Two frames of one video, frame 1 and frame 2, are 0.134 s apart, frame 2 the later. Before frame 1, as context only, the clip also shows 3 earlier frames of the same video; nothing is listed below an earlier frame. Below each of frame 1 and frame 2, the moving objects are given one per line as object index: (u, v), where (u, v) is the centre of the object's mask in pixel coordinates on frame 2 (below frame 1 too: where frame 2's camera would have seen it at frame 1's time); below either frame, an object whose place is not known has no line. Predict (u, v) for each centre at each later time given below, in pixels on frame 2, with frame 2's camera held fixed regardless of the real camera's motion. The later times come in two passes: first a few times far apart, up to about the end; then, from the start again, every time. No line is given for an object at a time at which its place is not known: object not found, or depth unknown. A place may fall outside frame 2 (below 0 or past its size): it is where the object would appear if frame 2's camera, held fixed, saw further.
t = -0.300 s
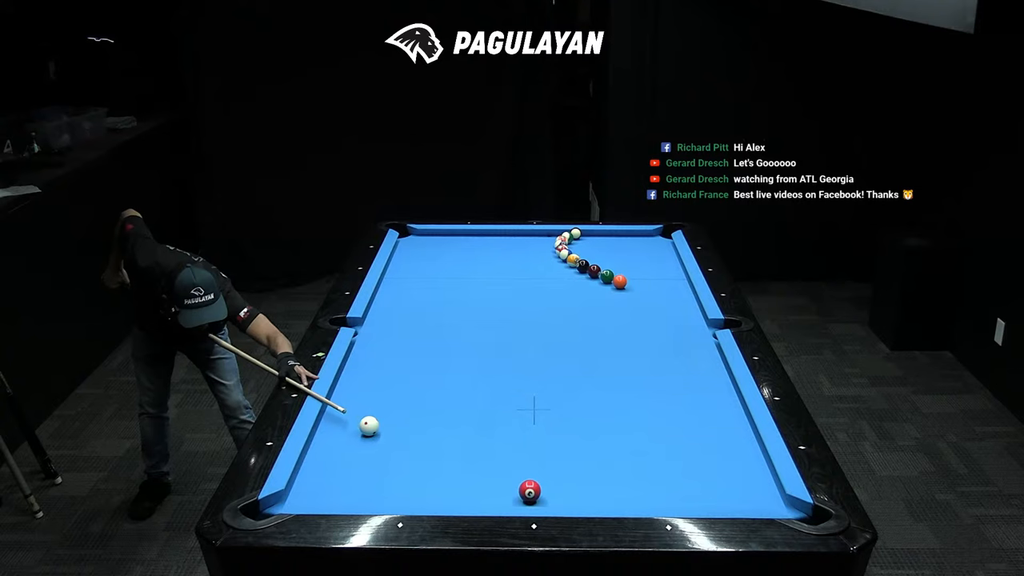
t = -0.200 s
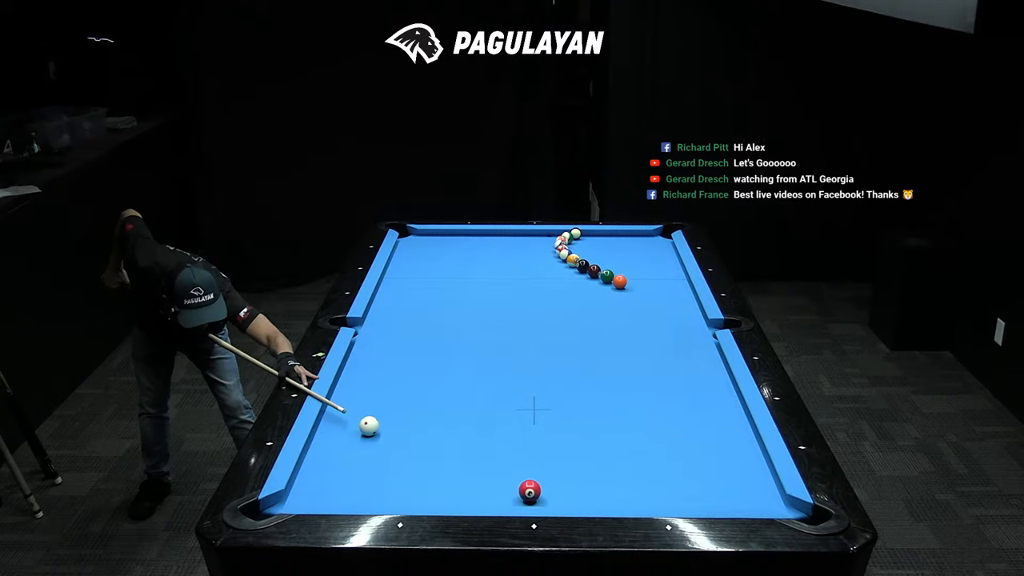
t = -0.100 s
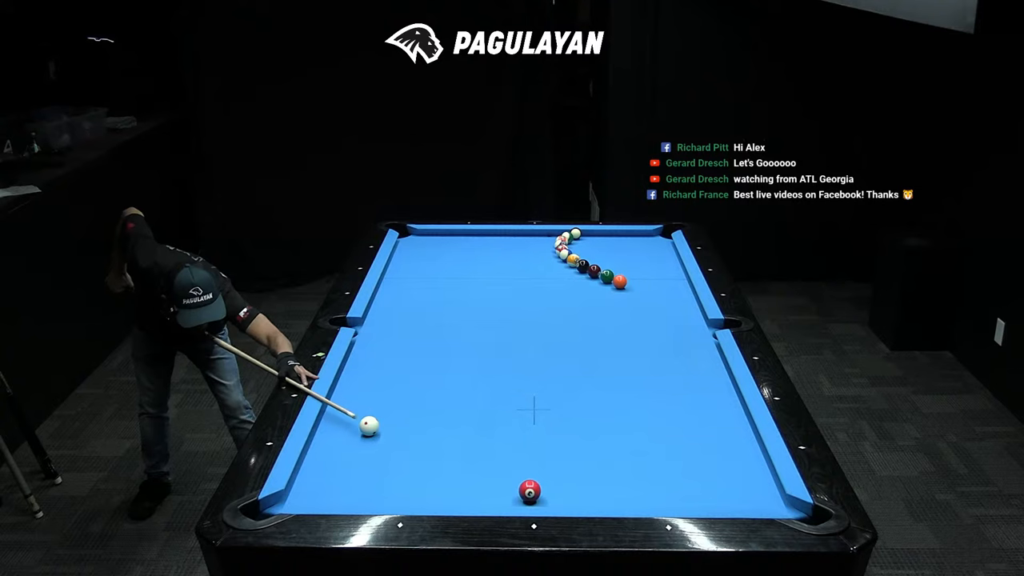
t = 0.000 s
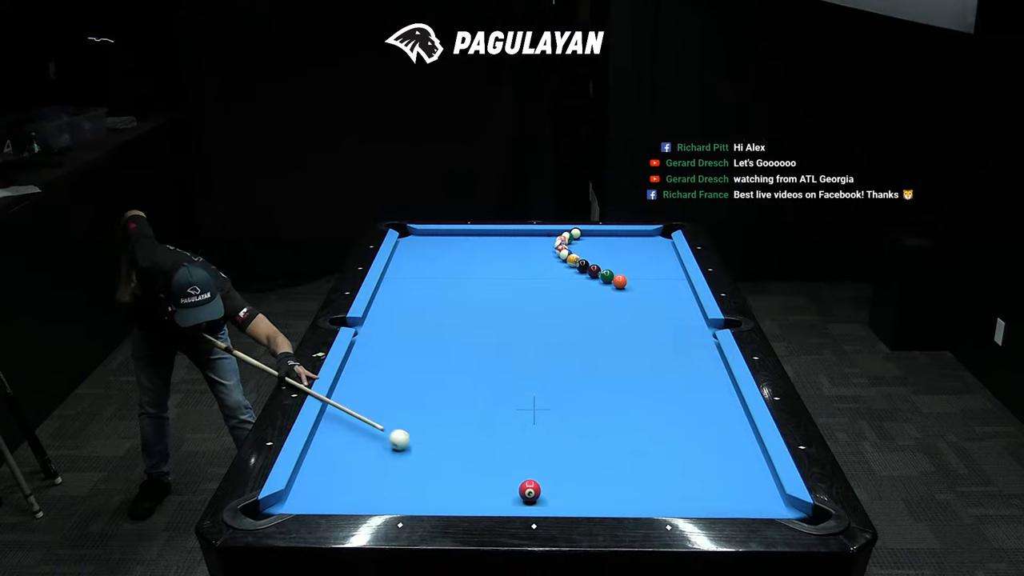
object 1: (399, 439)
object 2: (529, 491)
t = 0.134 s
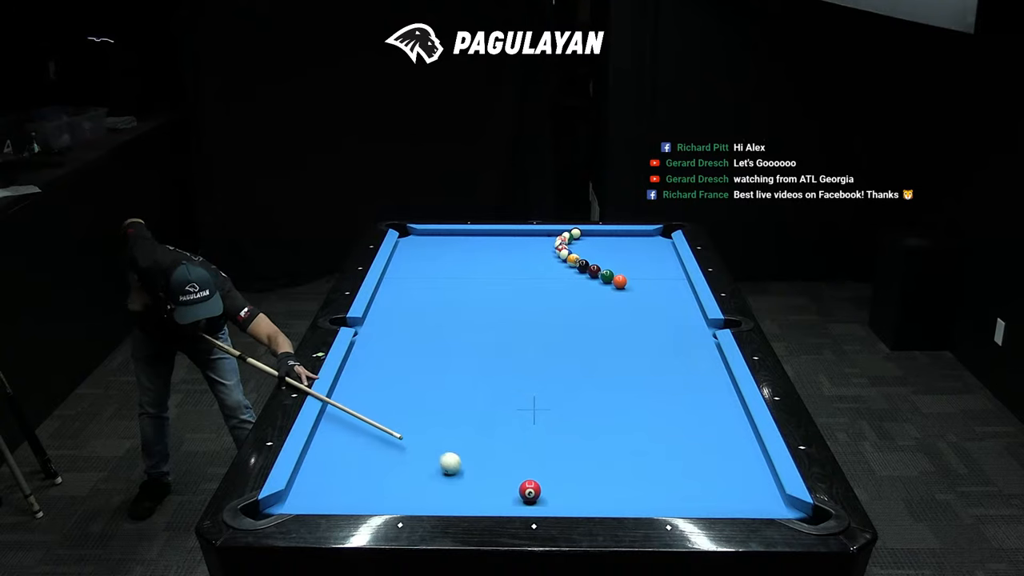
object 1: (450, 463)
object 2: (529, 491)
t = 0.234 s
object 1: (491, 482)
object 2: (529, 491)
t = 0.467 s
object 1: (508, 493)
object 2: (601, 494)
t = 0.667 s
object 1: (511, 475)
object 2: (662, 497)
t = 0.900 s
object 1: (513, 456)
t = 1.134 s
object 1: (514, 439)
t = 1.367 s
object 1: (516, 424)
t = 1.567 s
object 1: (517, 413)
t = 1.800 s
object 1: (519, 400)
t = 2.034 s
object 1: (520, 389)
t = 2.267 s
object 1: (521, 379)
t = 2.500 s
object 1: (523, 370)
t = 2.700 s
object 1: (524, 363)
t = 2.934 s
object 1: (524, 355)
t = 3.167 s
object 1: (525, 348)
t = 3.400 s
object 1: (526, 342)
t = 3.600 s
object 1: (527, 337)
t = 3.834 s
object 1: (527, 332)
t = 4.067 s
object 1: (528, 328)
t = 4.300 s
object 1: (528, 324)
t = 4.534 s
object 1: (528, 320)
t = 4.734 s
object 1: (528, 317)
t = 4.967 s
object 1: (528, 315)
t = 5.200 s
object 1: (527, 313)
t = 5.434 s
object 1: (526, 311)
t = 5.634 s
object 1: (526, 310)
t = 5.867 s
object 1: (526, 309)
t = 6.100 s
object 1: (526, 308)
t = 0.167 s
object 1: (463, 469)
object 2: (529, 491)
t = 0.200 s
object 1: (477, 475)
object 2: (530, 491)
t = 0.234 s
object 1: (491, 482)
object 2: (529, 491)
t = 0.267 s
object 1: (505, 488)
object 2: (529, 491)
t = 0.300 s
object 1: (507, 494)
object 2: (542, 491)
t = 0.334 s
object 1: (507, 498)
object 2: (556, 492)
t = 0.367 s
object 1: (508, 500)
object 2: (568, 492)
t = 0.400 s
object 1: (508, 498)
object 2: (580, 493)
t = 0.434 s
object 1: (508, 496)
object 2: (590, 494)
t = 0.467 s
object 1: (508, 493)
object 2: (601, 494)
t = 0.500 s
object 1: (509, 490)
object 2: (611, 495)
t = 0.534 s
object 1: (509, 487)
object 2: (621, 495)
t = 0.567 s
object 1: (509, 484)
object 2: (631, 495)
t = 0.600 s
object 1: (510, 481)
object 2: (642, 496)
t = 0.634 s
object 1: (510, 478)
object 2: (652, 497)
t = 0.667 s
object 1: (511, 475)
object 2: (662, 497)
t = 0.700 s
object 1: (511, 472)
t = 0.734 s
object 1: (511, 470)
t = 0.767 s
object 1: (511, 467)
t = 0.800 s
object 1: (512, 464)
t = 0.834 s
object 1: (512, 462)
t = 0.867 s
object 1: (512, 459)
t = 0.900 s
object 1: (513, 456)
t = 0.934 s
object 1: (513, 454)
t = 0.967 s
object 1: (513, 451)
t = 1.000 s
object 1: (513, 449)
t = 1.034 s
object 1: (514, 447)
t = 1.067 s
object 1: (514, 444)
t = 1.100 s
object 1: (514, 442)
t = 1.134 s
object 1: (514, 439)
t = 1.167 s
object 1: (515, 437)
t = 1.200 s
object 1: (515, 435)
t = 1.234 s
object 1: (515, 433)
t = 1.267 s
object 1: (516, 431)
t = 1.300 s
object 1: (516, 428)
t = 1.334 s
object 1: (516, 426)
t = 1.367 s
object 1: (516, 424)
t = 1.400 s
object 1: (516, 422)
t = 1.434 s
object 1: (517, 420)
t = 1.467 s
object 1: (517, 418)
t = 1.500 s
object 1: (517, 416)
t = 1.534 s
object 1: (517, 415)
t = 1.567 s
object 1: (517, 413)
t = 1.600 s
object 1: (518, 411)
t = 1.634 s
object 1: (518, 409)
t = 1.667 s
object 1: (518, 407)
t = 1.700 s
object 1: (518, 405)
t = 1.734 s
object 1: (518, 404)
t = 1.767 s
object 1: (518, 402)
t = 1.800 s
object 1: (519, 400)
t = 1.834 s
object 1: (519, 398)
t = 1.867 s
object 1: (519, 397)
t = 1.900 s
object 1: (519, 395)
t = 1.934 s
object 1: (519, 394)
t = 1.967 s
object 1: (519, 392)
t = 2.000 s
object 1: (520, 390)
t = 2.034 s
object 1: (520, 389)
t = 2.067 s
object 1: (520, 387)
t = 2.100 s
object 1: (520, 386)
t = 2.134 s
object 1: (520, 385)
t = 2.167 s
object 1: (521, 383)
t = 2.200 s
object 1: (521, 382)
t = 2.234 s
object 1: (521, 380)
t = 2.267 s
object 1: (521, 379)
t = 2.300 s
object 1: (521, 378)
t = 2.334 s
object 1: (522, 376)
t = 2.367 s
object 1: (522, 375)
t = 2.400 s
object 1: (522, 373)
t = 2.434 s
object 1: (522, 373)
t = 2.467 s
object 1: (522, 371)
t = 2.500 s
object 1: (523, 370)
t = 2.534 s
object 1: (523, 368)
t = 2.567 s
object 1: (523, 367)
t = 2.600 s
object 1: (523, 367)
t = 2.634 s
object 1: (523, 365)
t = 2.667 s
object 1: (523, 364)
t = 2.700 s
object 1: (524, 363)
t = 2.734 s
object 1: (524, 362)
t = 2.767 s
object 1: (524, 361)
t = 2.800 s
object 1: (524, 359)
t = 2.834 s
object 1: (524, 358)
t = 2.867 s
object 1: (524, 357)
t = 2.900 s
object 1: (524, 356)
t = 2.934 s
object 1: (524, 355)
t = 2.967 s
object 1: (524, 354)
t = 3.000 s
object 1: (525, 353)
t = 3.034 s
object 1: (524, 352)
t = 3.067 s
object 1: (525, 351)
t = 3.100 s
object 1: (525, 350)
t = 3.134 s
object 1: (525, 349)
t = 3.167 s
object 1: (525, 348)
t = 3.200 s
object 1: (525, 347)
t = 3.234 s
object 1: (525, 346)
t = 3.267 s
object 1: (525, 345)
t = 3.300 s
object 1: (525, 344)
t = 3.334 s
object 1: (525, 343)
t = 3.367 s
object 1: (526, 343)
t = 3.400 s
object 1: (526, 342)
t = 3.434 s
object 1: (526, 341)
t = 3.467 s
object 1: (526, 340)
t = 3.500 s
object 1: (526, 339)
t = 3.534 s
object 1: (526, 339)
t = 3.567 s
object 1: (527, 338)
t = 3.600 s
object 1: (527, 337)
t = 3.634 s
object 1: (527, 336)
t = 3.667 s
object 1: (527, 335)
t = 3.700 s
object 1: (527, 335)
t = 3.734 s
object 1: (527, 334)
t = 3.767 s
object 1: (527, 333)
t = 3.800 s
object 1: (527, 333)
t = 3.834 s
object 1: (527, 332)
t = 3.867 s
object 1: (527, 331)
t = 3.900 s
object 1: (527, 331)
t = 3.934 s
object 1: (527, 330)
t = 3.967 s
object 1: (528, 329)
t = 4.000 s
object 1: (528, 329)
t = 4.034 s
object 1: (528, 328)
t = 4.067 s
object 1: (528, 328)
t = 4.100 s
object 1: (528, 327)
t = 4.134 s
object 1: (528, 326)
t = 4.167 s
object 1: (528, 326)
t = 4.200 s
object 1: (528, 325)
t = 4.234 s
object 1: (528, 325)
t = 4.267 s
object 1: (528, 324)
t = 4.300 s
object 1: (528, 324)
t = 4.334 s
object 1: (528, 323)
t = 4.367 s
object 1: (528, 322)
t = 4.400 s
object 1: (528, 322)
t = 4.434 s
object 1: (529, 321)
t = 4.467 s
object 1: (528, 321)
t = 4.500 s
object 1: (528, 321)
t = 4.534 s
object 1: (528, 320)
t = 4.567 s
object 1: (528, 320)
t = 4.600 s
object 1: (528, 319)
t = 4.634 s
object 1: (528, 319)
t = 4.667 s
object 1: (528, 318)
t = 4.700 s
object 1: (528, 318)
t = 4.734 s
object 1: (528, 317)
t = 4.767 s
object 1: (528, 317)
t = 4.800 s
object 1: (528, 317)
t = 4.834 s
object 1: (528, 316)
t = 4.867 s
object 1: (528, 316)
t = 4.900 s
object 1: (528, 315)
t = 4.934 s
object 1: (528, 315)
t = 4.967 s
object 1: (528, 315)
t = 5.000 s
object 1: (528, 315)
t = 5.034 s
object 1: (527, 314)
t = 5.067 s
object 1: (527, 314)
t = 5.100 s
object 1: (527, 313)
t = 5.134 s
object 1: (527, 313)
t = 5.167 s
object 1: (527, 313)
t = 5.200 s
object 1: (527, 313)
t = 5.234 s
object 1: (527, 312)
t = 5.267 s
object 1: (527, 312)
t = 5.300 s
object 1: (527, 312)
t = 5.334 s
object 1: (527, 312)
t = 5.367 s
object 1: (526, 311)
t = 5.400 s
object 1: (526, 311)
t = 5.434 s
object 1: (526, 311)
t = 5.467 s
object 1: (526, 311)
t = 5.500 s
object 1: (526, 311)
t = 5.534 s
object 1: (526, 310)
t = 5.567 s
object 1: (526, 310)
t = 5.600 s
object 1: (526, 310)
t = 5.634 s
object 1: (526, 310)
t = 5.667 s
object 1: (526, 310)
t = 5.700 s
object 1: (526, 310)
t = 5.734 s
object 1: (526, 309)
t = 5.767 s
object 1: (526, 309)
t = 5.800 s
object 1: (526, 309)
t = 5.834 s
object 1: (526, 309)
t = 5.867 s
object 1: (526, 309)
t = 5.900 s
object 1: (526, 309)
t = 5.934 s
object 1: (526, 309)
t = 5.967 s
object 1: (526, 309)
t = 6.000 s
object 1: (526, 309)
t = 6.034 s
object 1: (526, 308)
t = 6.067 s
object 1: (526, 308)
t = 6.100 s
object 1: (526, 308)
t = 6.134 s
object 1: (525, 308)
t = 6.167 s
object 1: (525, 308)
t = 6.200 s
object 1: (525, 308)
